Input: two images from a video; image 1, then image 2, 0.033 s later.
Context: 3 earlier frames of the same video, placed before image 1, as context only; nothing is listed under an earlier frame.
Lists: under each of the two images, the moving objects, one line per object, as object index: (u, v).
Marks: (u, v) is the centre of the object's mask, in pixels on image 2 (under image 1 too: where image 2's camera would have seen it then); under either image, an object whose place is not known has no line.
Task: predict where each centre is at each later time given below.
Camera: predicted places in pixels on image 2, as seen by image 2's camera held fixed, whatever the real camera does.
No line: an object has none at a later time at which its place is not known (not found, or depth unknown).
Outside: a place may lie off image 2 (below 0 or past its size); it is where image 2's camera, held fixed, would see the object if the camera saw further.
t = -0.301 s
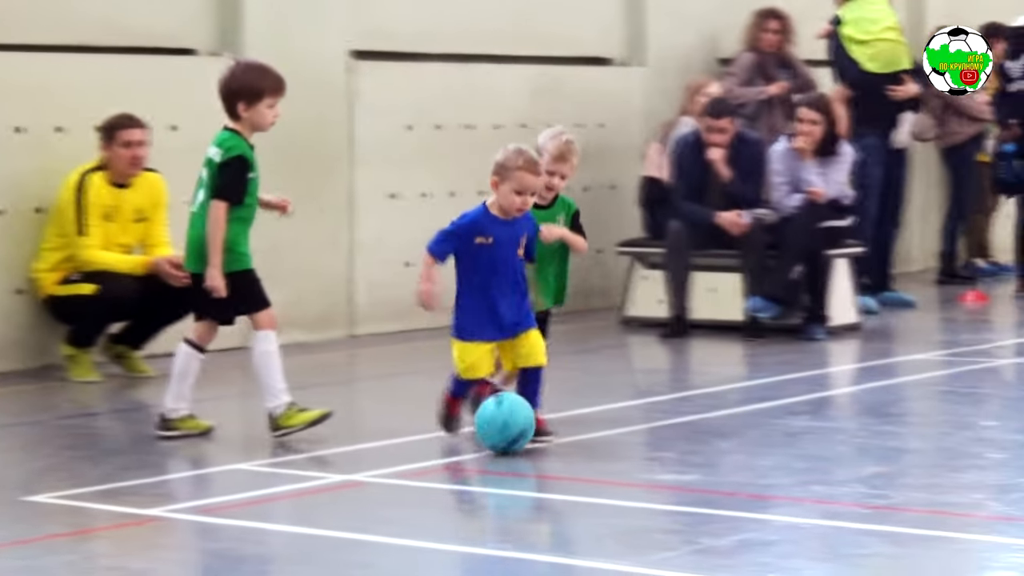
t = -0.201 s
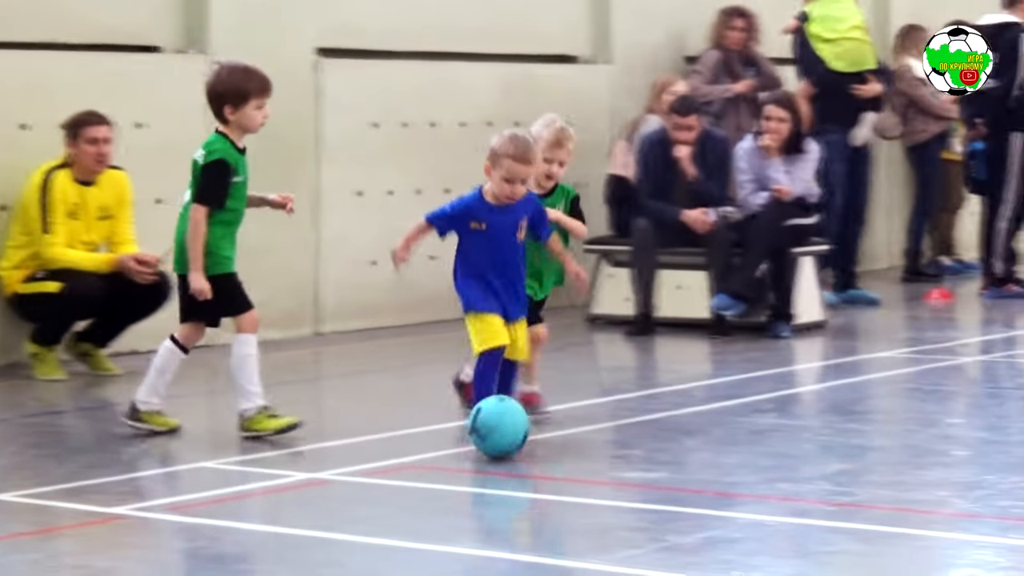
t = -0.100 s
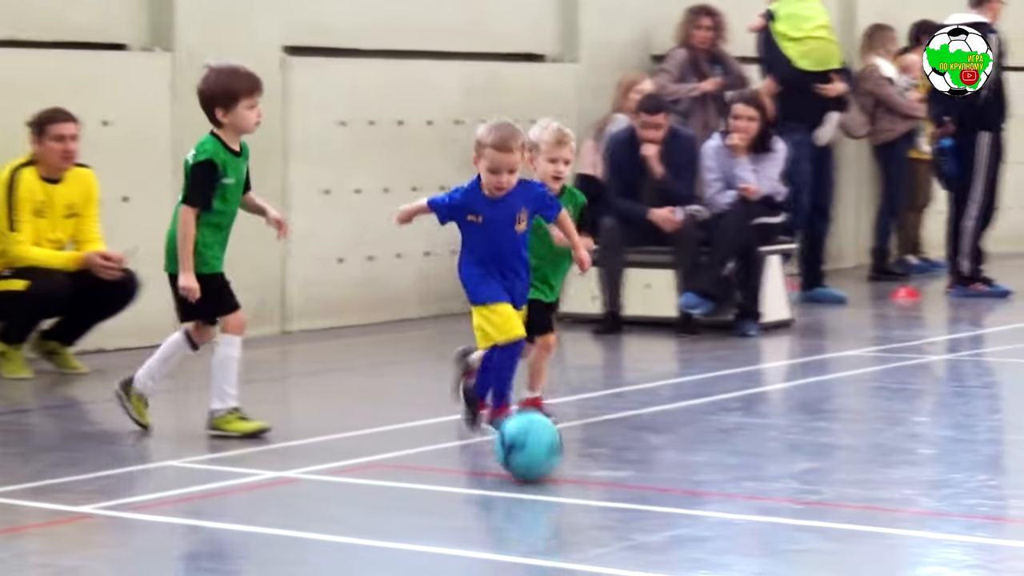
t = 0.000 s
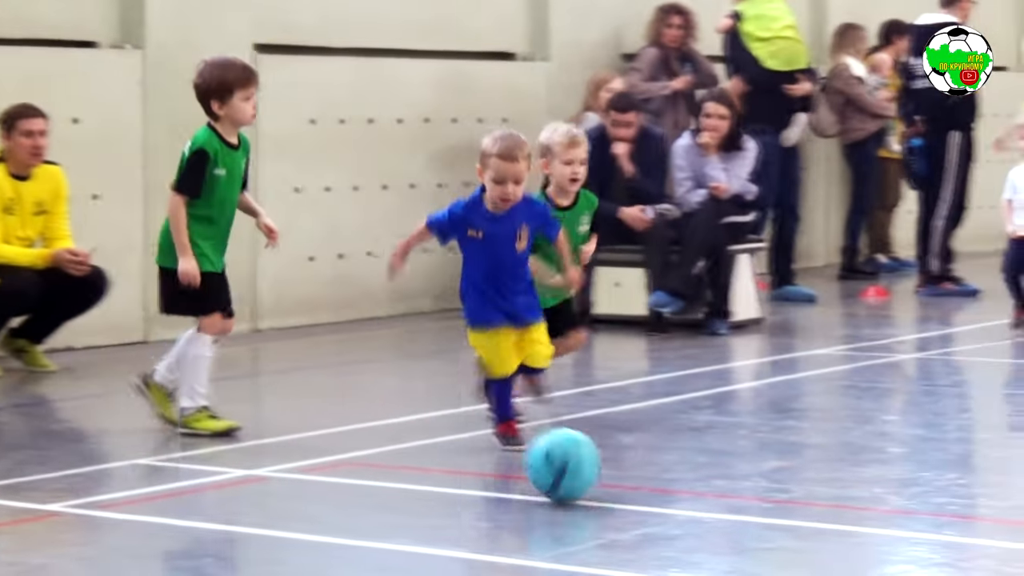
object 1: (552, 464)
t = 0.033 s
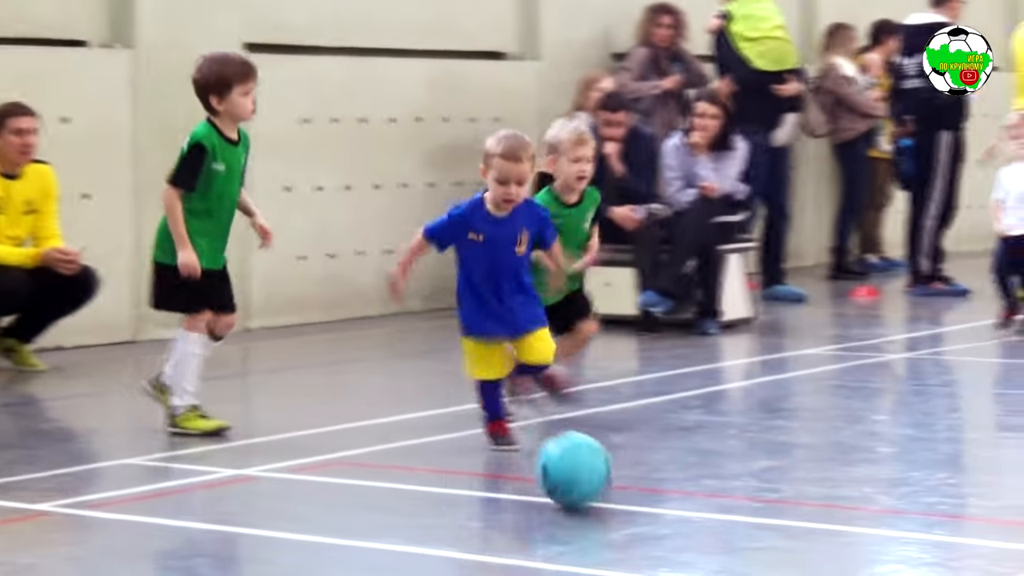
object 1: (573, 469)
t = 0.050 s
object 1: (584, 474)
